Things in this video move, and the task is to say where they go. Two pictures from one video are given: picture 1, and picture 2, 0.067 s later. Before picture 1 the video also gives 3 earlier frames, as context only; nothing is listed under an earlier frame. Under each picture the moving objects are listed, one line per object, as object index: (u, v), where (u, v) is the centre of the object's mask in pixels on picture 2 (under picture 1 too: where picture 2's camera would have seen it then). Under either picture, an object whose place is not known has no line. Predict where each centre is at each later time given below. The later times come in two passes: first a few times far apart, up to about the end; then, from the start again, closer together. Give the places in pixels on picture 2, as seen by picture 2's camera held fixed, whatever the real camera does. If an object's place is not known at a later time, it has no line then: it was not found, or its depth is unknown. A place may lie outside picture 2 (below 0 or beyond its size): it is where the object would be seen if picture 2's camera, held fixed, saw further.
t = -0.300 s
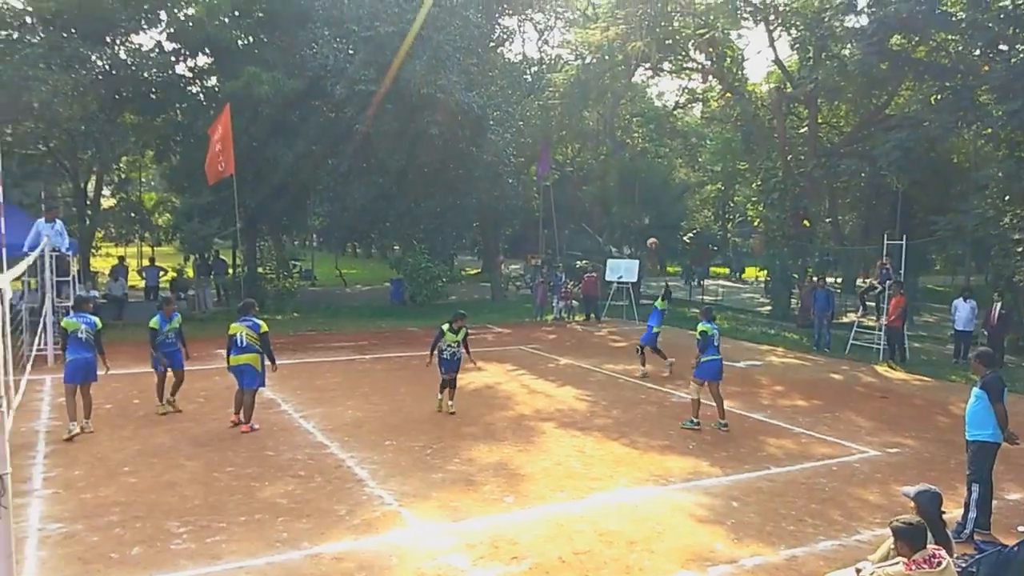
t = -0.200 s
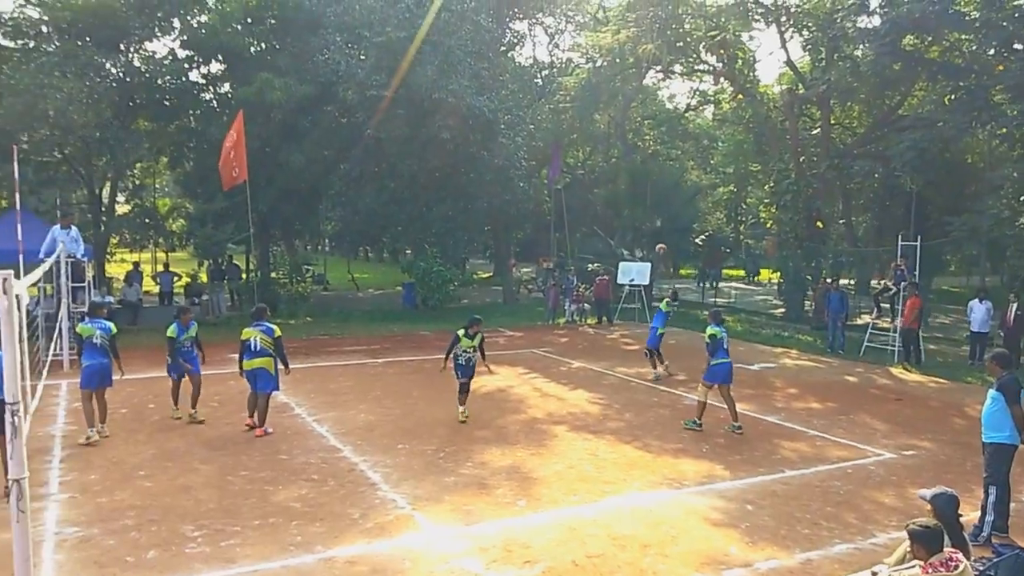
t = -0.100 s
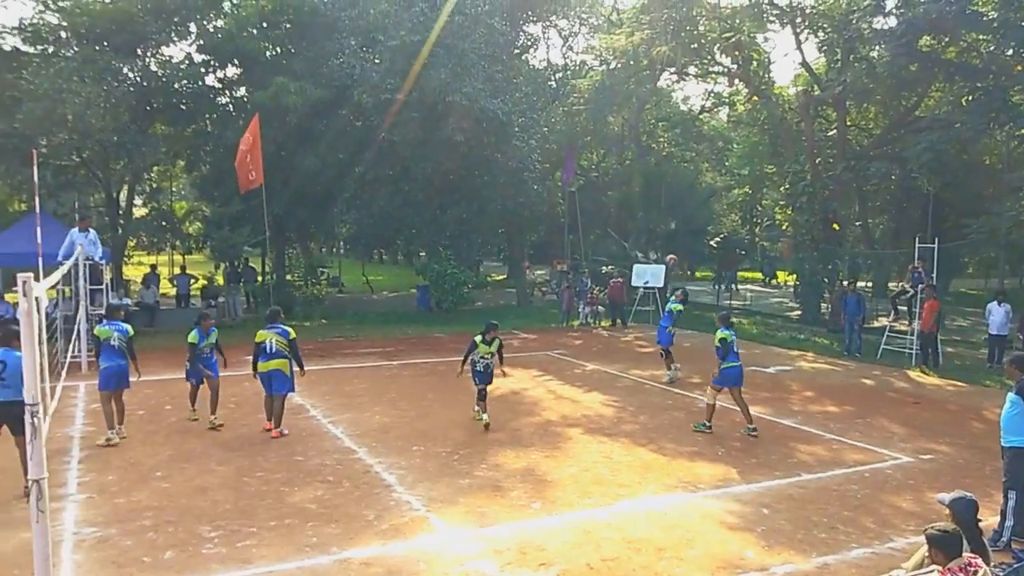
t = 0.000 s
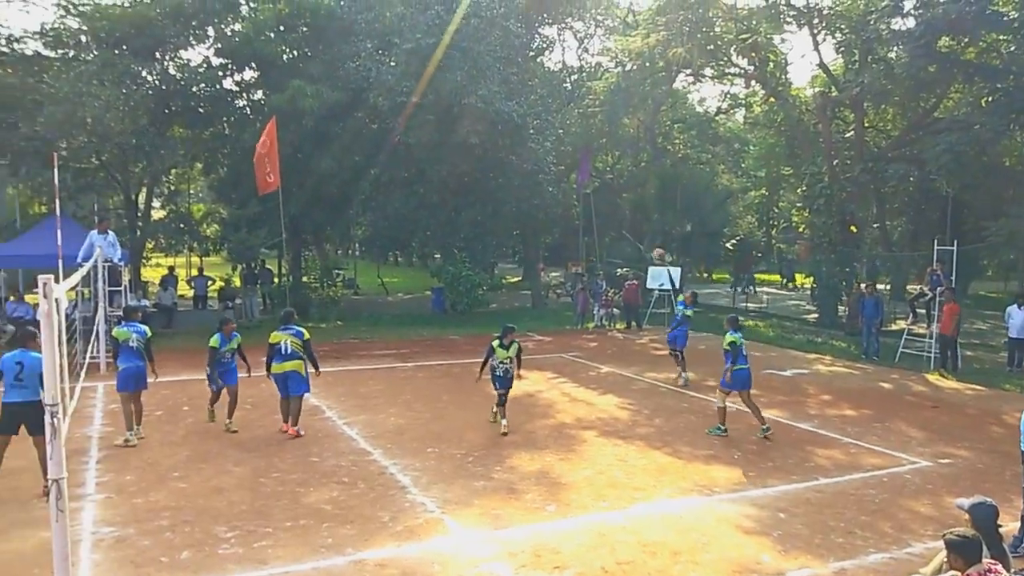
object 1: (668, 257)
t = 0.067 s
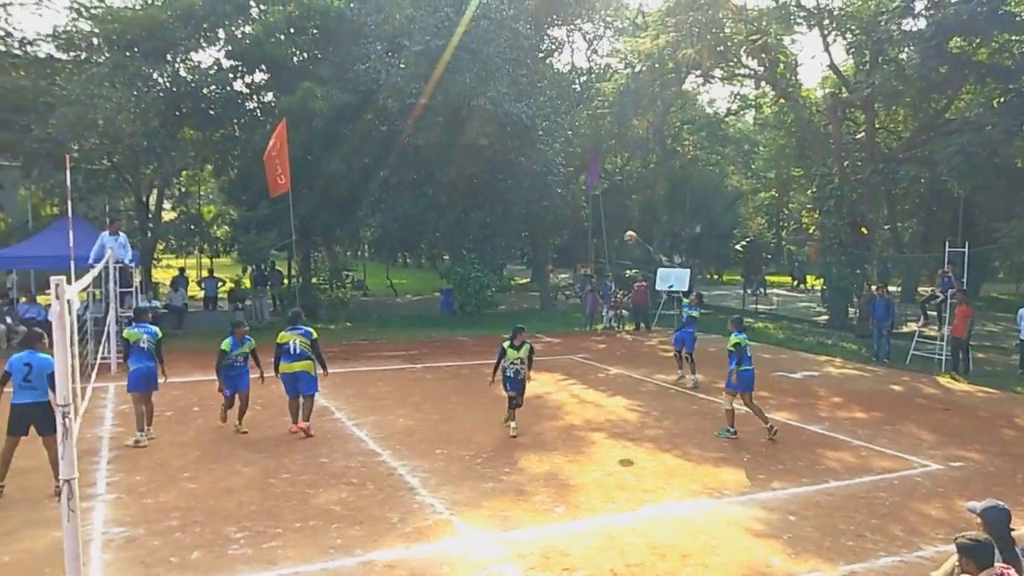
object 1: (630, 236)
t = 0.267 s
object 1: (502, 194)
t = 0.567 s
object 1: (239, 174)
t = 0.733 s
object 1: (33, 199)
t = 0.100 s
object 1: (611, 229)
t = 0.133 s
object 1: (590, 221)
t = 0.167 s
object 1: (569, 213)
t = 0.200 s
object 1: (548, 207)
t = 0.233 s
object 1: (526, 200)
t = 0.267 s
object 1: (502, 194)
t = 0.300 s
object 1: (477, 189)
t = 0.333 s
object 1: (452, 184)
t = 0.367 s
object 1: (425, 180)
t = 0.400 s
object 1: (398, 178)
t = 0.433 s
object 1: (369, 175)
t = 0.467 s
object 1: (338, 173)
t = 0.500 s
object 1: (307, 173)
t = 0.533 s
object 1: (272, 172)
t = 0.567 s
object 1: (239, 174)
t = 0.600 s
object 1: (202, 176)
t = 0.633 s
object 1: (163, 180)
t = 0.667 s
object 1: (122, 184)
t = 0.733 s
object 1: (33, 199)
